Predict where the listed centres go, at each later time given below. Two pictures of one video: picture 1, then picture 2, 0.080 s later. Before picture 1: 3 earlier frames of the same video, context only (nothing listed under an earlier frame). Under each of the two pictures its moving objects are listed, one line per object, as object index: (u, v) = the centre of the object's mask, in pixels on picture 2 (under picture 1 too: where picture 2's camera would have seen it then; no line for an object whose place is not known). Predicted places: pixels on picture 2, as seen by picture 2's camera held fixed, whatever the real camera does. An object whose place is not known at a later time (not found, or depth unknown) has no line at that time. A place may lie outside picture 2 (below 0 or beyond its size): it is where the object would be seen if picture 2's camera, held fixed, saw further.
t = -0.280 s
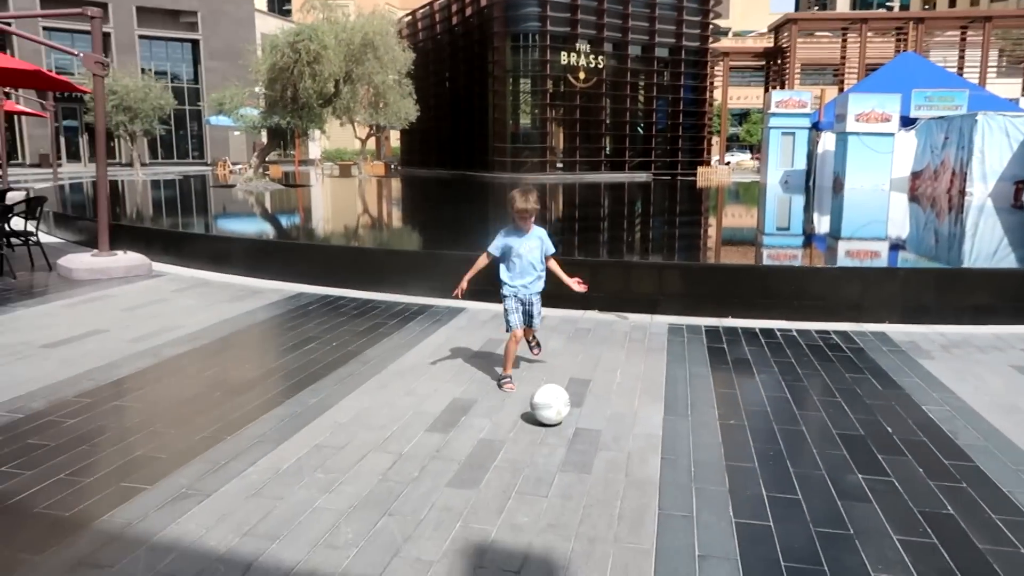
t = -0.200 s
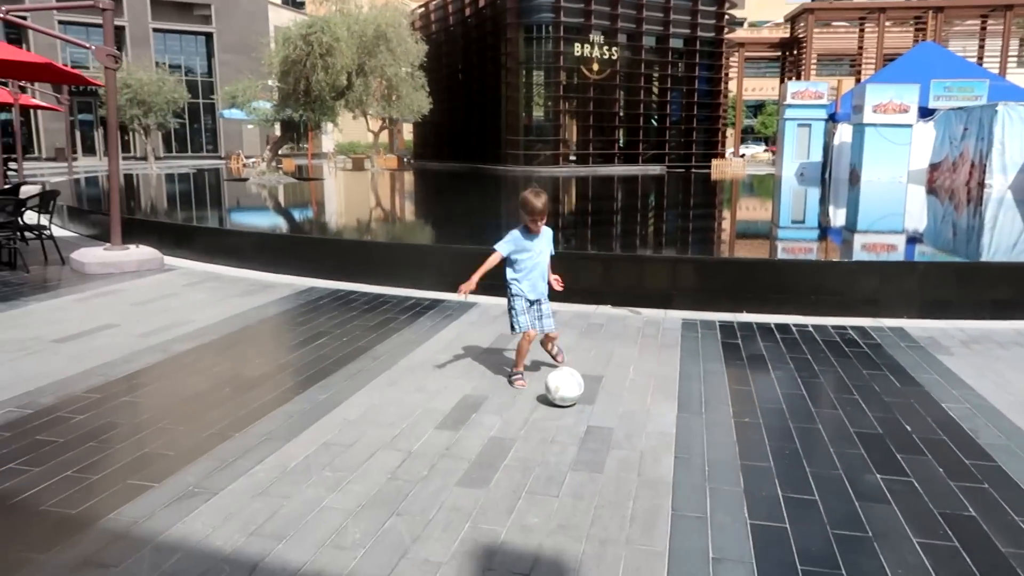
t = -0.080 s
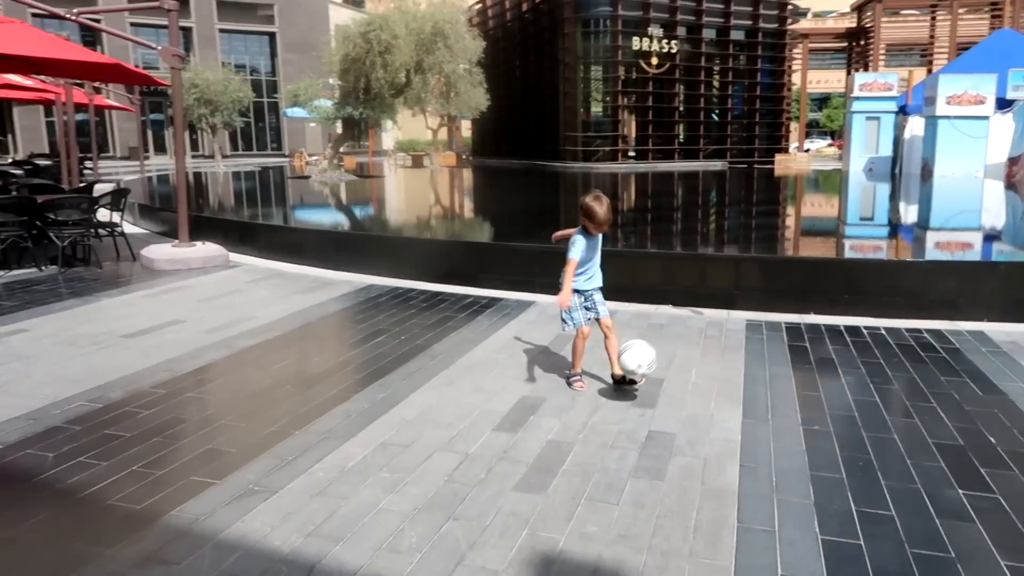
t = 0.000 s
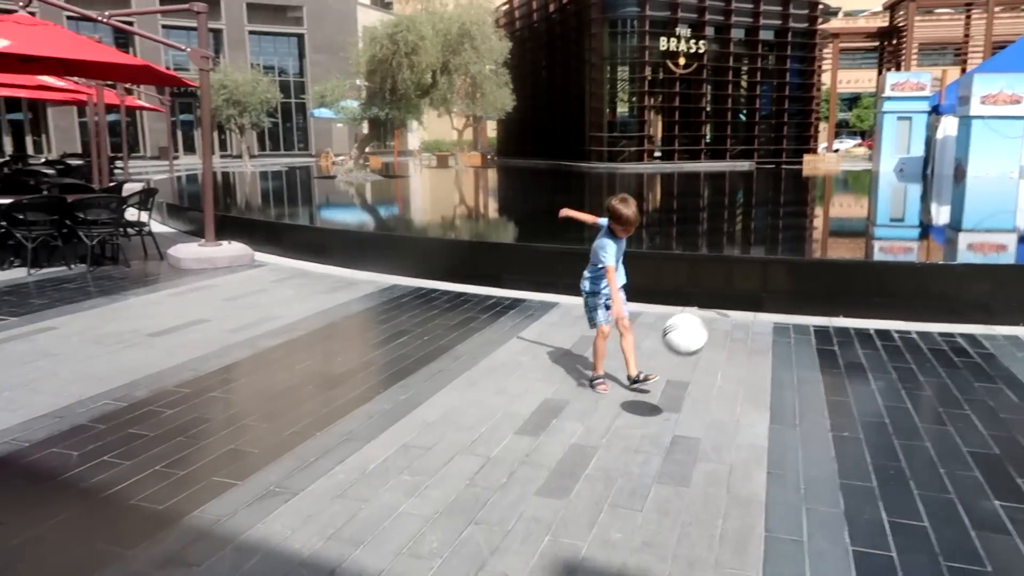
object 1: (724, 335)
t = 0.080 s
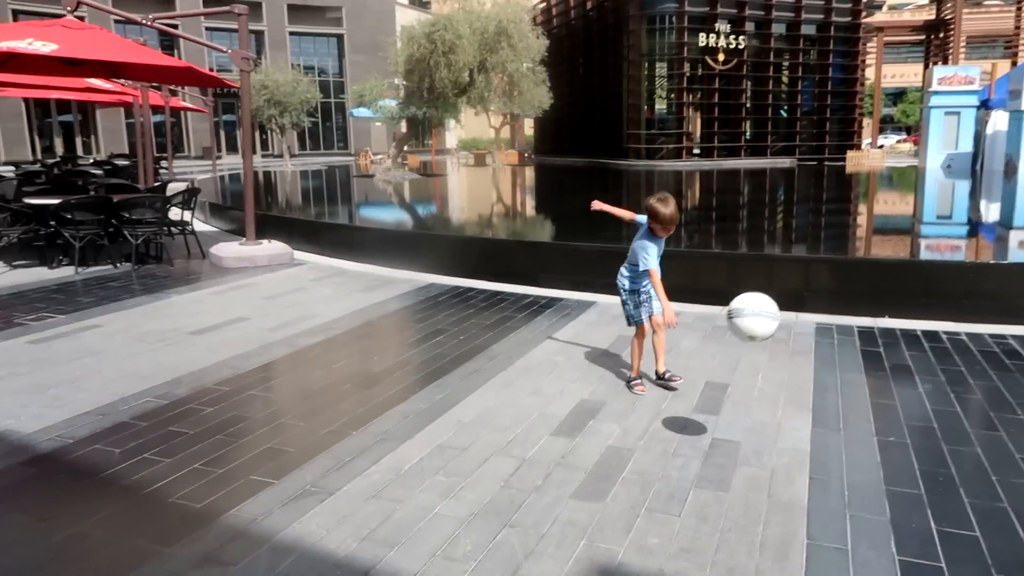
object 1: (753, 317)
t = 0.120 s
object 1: (770, 310)
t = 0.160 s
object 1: (791, 308)
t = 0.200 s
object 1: (814, 308)
